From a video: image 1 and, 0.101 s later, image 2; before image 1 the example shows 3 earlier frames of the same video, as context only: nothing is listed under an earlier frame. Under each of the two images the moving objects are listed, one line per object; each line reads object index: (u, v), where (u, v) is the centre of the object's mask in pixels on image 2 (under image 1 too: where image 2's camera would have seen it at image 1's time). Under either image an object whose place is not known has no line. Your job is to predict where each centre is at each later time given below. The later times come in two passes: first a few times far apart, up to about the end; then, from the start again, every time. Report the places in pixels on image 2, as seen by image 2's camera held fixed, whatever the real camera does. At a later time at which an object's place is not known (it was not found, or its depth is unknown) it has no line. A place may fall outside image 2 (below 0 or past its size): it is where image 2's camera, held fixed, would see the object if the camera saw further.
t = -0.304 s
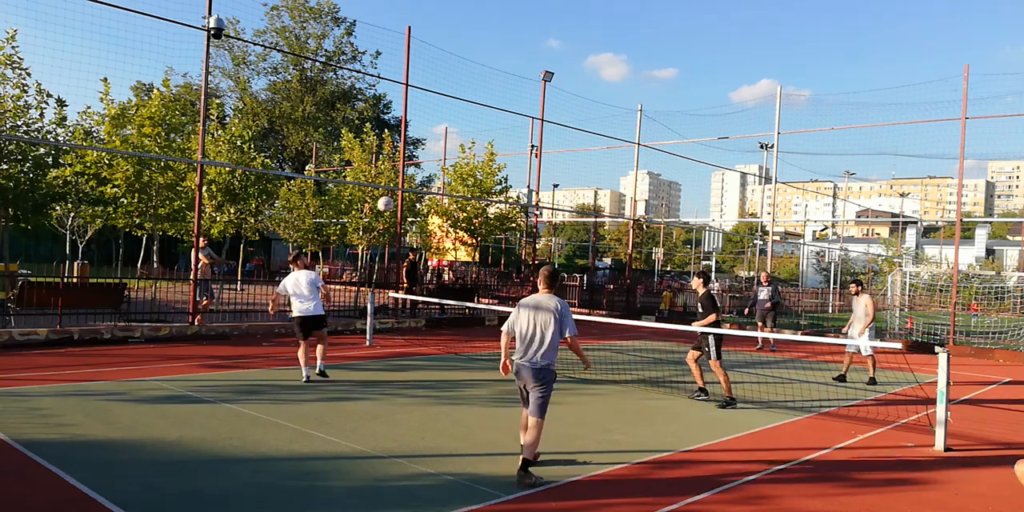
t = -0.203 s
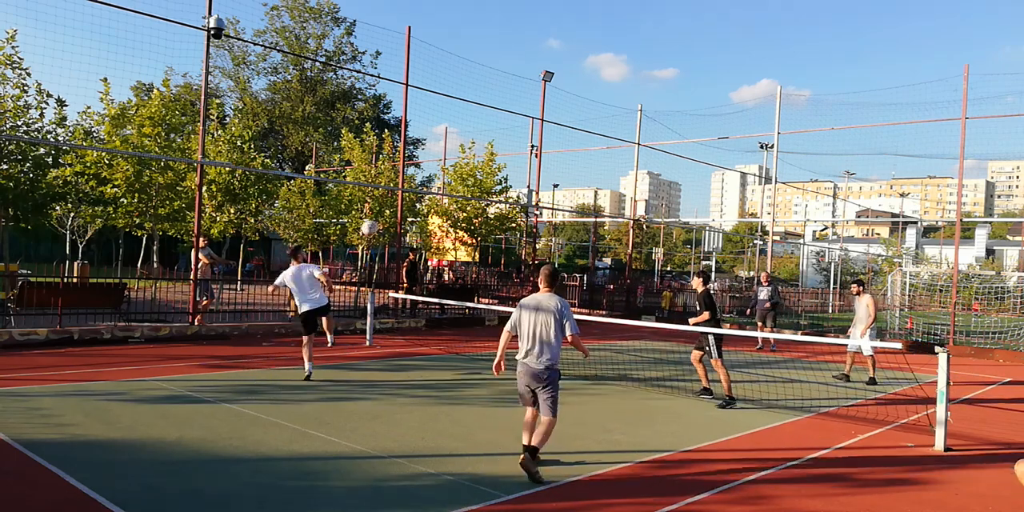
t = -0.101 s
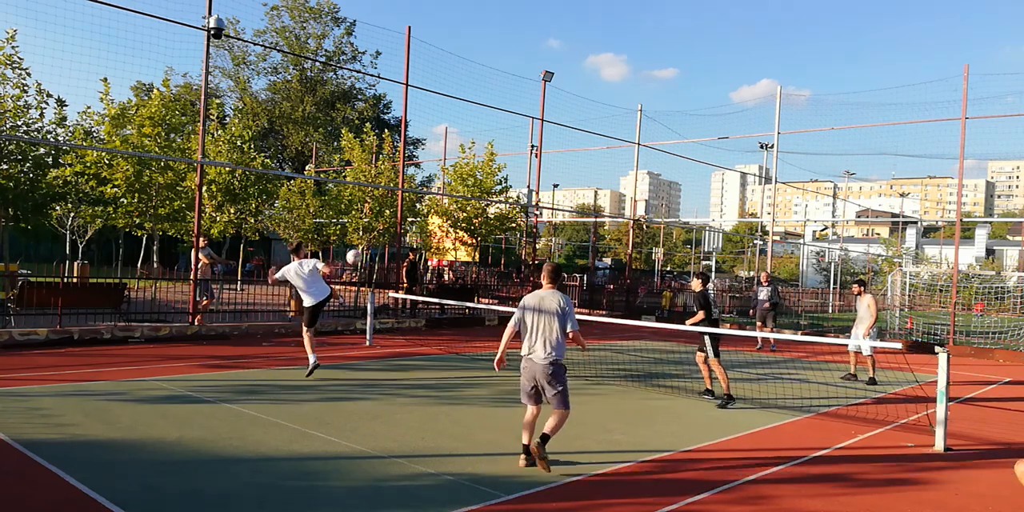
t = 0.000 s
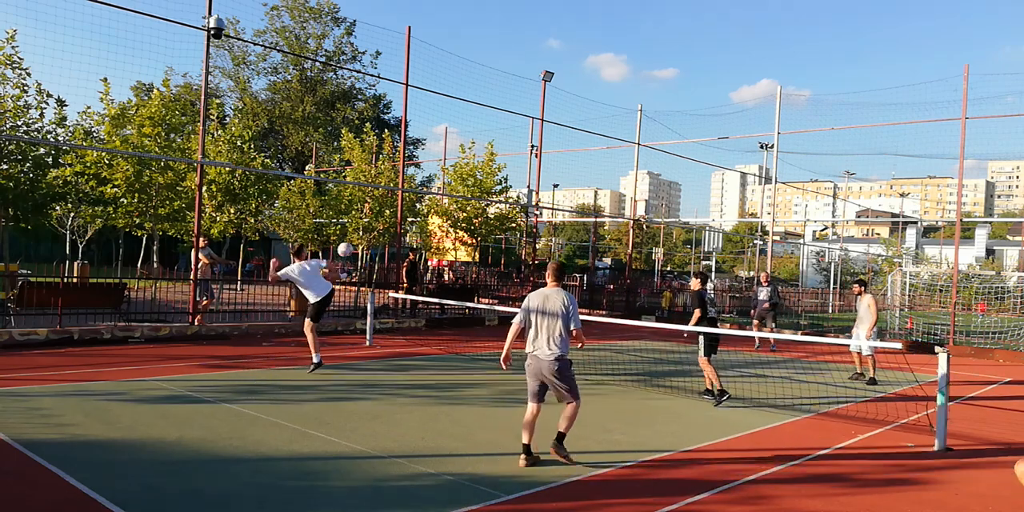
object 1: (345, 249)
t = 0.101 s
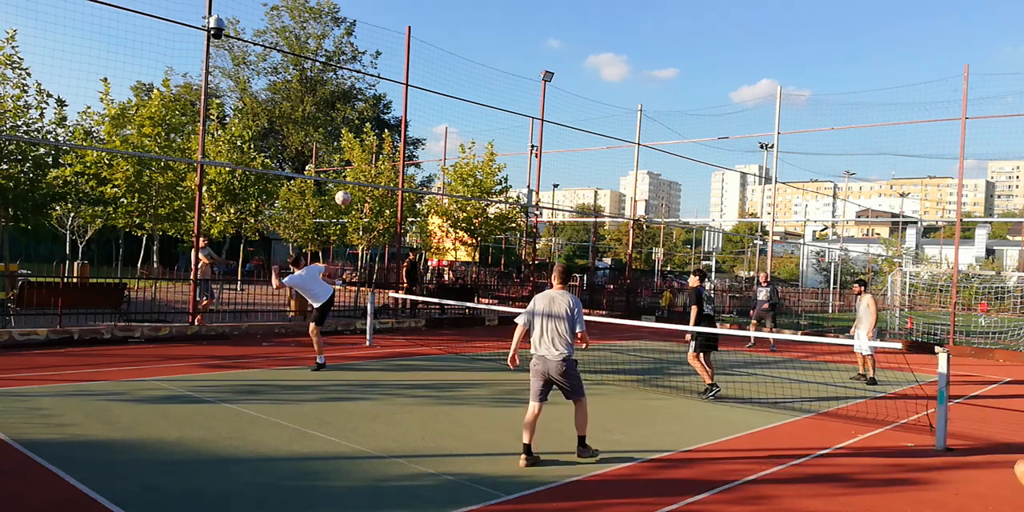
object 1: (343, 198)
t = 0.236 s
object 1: (339, 136)
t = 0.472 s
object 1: (327, 51)
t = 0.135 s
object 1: (341, 181)
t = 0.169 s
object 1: (341, 166)
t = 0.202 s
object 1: (340, 150)
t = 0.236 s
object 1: (339, 136)
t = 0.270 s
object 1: (338, 122)
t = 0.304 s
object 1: (337, 109)
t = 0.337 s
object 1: (335, 96)
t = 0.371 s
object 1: (333, 84)
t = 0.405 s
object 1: (332, 72)
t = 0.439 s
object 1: (331, 62)
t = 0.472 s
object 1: (327, 51)
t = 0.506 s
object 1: (327, 42)
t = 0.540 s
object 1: (326, 33)
